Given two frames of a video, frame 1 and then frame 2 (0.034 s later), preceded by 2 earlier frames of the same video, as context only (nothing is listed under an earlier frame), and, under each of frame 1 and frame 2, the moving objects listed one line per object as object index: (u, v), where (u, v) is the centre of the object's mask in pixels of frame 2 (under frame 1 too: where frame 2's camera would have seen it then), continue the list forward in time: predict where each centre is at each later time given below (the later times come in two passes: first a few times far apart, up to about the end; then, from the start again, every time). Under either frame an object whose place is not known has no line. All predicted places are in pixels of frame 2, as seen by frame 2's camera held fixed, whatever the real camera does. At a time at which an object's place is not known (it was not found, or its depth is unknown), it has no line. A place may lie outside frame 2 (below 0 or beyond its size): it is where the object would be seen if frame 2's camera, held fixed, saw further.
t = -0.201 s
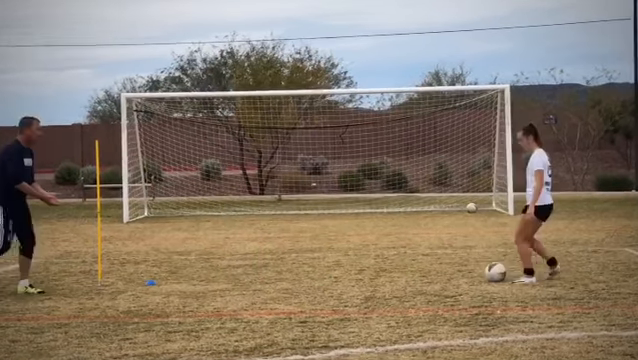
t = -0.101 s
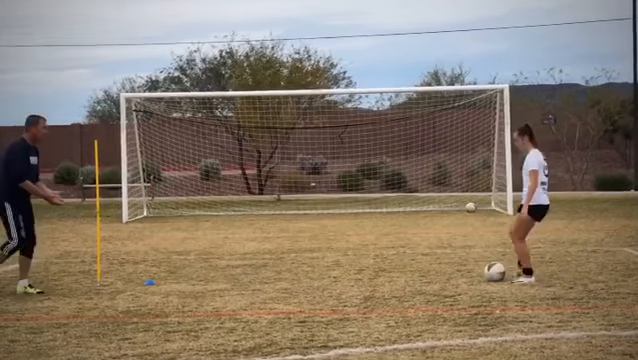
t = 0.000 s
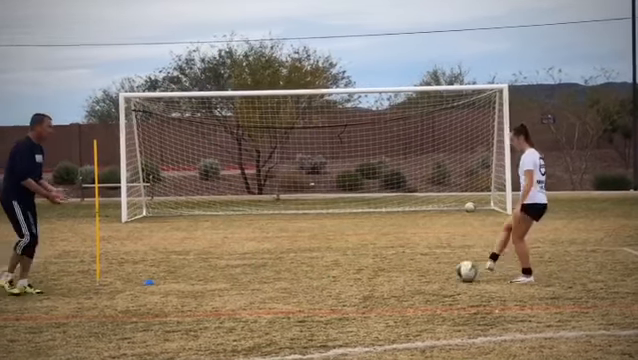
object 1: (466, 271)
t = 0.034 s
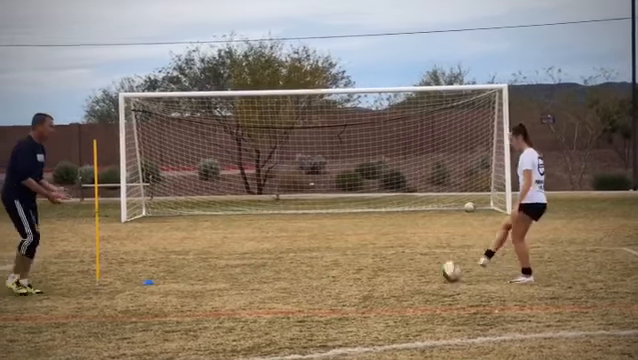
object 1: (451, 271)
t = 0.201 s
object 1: (388, 273)
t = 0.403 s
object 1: (323, 276)
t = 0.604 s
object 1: (267, 277)
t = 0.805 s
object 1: (216, 278)
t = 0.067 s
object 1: (438, 272)
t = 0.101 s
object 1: (425, 273)
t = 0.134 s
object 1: (412, 273)
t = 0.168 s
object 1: (400, 274)
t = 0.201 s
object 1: (388, 273)
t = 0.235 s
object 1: (376, 275)
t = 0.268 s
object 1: (365, 275)
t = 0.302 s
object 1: (354, 275)
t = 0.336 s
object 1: (344, 276)
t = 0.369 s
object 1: (334, 277)
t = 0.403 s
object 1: (323, 276)
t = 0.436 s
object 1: (314, 276)
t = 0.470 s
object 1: (304, 276)
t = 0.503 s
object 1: (295, 277)
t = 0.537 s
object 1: (285, 277)
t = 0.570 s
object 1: (275, 277)
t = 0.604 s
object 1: (267, 277)
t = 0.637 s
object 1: (258, 277)
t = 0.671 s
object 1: (250, 278)
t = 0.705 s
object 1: (240, 279)
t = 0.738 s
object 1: (232, 279)
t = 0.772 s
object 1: (224, 278)
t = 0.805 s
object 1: (216, 278)
